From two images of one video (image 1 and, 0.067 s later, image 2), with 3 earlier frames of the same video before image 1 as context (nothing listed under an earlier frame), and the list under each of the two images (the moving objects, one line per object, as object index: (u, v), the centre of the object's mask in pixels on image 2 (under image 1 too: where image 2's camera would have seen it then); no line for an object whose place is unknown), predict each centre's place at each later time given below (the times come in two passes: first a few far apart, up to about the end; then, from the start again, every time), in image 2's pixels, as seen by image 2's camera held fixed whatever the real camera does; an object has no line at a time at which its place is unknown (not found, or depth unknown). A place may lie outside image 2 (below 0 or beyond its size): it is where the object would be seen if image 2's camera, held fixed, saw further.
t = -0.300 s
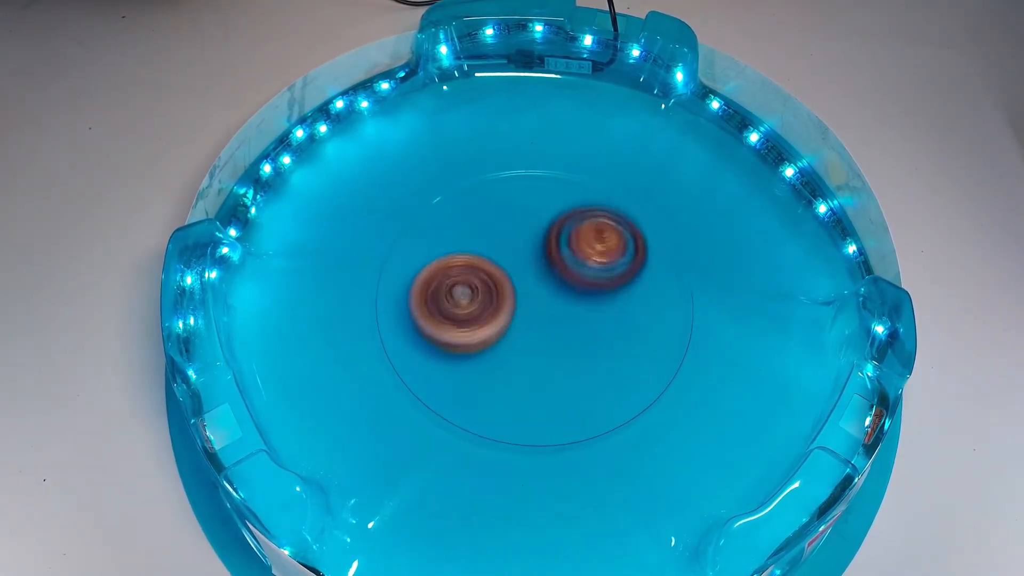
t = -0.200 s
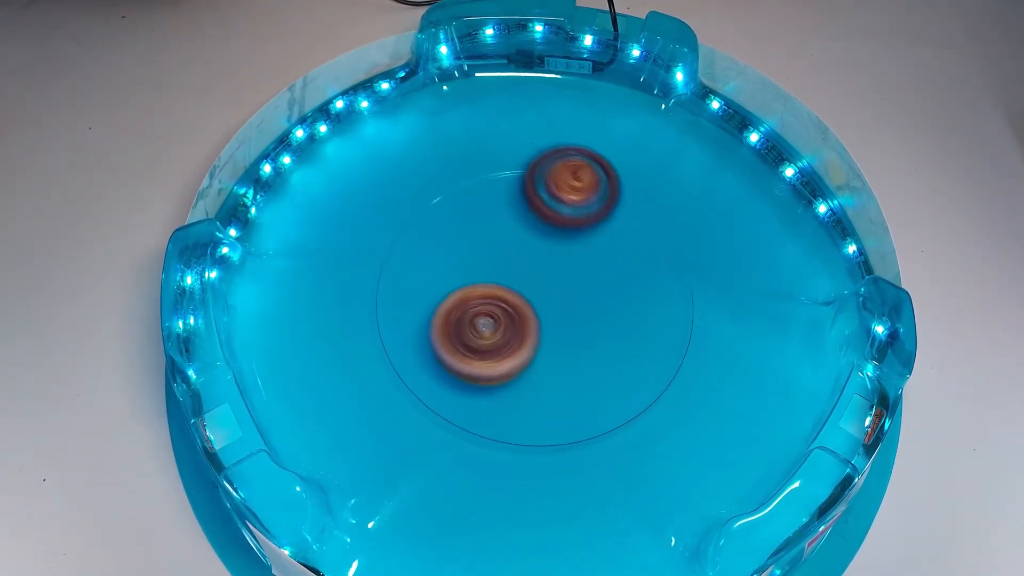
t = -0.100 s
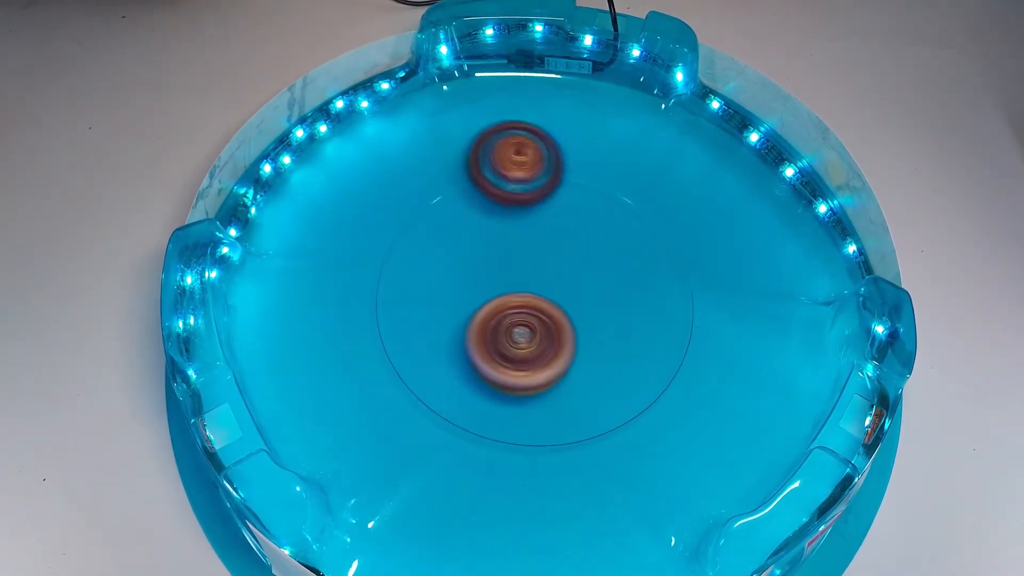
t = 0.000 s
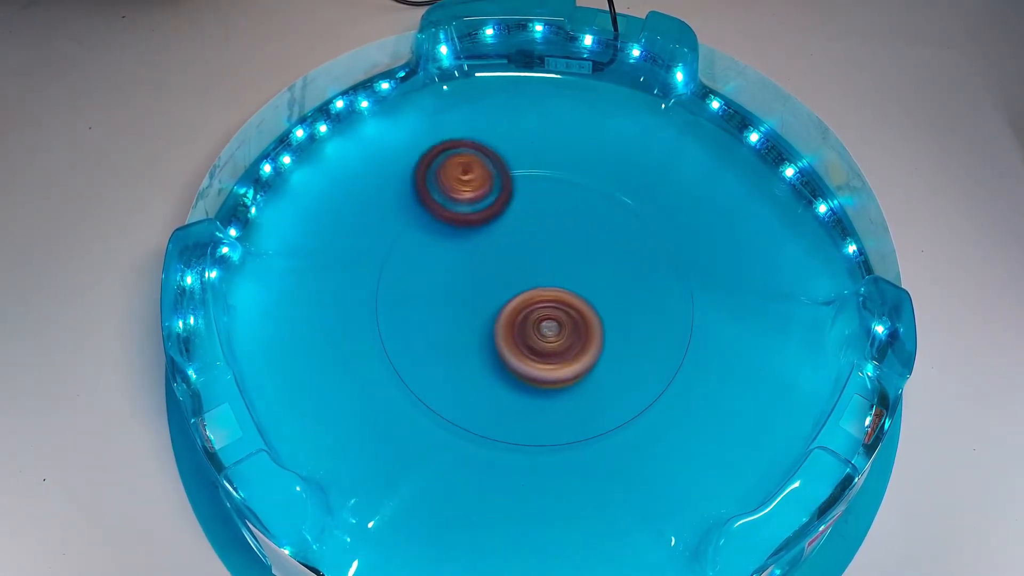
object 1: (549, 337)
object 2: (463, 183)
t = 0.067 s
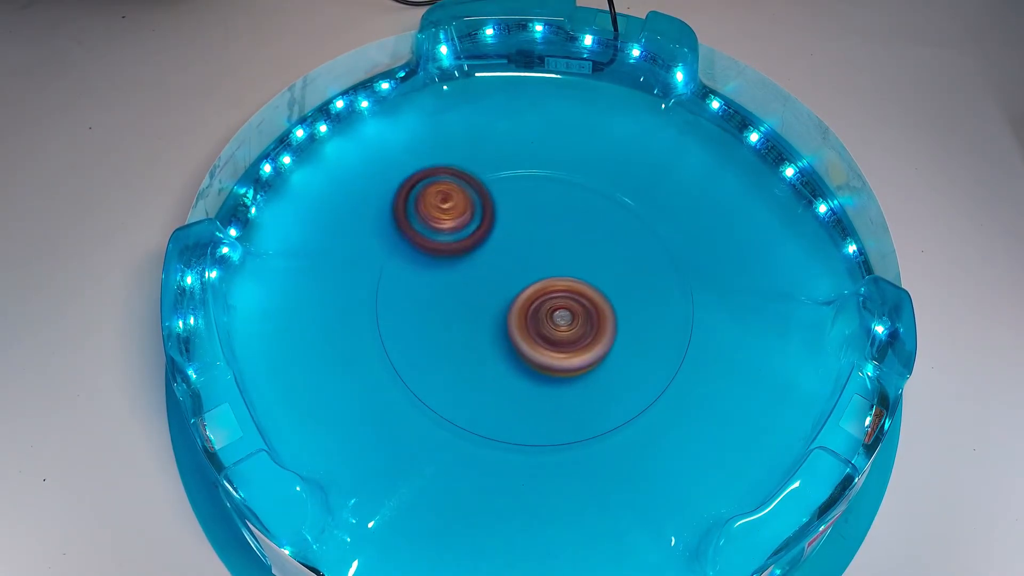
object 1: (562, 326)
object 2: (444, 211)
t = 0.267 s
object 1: (631, 284)
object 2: (432, 286)
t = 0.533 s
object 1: (735, 203)
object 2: (495, 297)
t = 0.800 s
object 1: (765, 215)
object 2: (541, 241)
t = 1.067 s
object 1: (779, 247)
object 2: (499, 249)
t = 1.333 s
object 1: (792, 233)
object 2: (532, 271)
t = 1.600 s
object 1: (749, 238)
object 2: (571, 249)
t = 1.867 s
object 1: (647, 203)
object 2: (501, 272)
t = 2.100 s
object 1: (484, 211)
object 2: (480, 342)
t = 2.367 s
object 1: (390, 319)
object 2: (589, 353)
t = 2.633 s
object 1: (473, 384)
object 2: (615, 281)
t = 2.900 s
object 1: (479, 418)
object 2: (593, 205)
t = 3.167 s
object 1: (434, 477)
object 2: (503, 149)
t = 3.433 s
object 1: (399, 494)
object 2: (480, 266)
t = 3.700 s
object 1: (410, 492)
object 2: (571, 289)
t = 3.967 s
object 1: (426, 475)
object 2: (566, 266)
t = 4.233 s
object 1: (559, 410)
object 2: (576, 268)
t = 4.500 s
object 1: (680, 329)
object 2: (538, 222)
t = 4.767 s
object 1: (653, 242)
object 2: (460, 249)
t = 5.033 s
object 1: (582, 235)
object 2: (494, 285)
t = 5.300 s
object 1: (631, 171)
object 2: (448, 324)
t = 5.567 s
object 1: (561, 223)
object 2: (517, 319)
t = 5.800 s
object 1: (583, 239)
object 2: (506, 340)
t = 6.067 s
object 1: (575, 253)
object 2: (518, 335)
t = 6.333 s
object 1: (575, 249)
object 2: (513, 327)
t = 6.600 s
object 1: (579, 238)
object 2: (506, 317)
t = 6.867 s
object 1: (610, 184)
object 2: (456, 339)
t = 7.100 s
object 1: (584, 215)
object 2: (470, 335)
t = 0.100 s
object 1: (566, 319)
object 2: (440, 228)
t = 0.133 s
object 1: (570, 311)
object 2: (441, 245)
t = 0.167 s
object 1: (571, 303)
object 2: (445, 261)
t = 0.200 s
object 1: (571, 295)
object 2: (454, 276)
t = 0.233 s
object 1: (581, 288)
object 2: (455, 285)
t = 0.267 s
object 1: (631, 284)
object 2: (432, 286)
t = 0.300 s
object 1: (670, 275)
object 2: (417, 286)
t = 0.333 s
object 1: (697, 261)
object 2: (411, 286)
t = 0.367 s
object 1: (706, 242)
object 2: (412, 287)
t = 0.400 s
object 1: (712, 227)
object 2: (420, 291)
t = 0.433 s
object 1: (716, 216)
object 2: (435, 294)
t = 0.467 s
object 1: (722, 209)
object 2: (453, 296)
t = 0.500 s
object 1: (728, 205)
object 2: (474, 297)
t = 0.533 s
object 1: (735, 203)
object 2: (495, 297)
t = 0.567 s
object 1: (741, 202)
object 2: (513, 296)
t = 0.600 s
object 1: (747, 202)
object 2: (528, 292)
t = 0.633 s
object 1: (752, 204)
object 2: (538, 288)
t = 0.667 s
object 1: (755, 206)
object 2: (544, 281)
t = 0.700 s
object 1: (759, 208)
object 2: (548, 272)
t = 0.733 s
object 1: (761, 210)
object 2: (548, 262)
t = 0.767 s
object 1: (763, 213)
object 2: (546, 251)
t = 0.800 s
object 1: (765, 215)
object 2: (541, 241)
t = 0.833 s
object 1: (767, 218)
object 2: (533, 234)
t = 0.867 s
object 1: (768, 221)
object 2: (525, 230)
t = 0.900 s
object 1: (770, 225)
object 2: (517, 229)
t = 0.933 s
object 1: (771, 228)
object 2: (511, 230)
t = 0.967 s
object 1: (772, 233)
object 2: (505, 234)
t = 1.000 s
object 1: (774, 237)
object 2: (502, 238)
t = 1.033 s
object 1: (776, 242)
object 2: (499, 244)
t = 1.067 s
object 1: (779, 247)
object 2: (499, 249)
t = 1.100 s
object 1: (782, 252)
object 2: (500, 254)
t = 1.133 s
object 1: (786, 257)
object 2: (502, 258)
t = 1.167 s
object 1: (793, 260)
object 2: (505, 262)
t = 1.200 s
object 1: (798, 254)
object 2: (509, 265)
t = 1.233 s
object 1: (796, 245)
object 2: (515, 270)
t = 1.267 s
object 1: (795, 239)
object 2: (520, 272)
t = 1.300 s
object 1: (794, 235)
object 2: (526, 273)
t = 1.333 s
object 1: (792, 233)
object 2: (532, 271)
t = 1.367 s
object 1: (790, 232)
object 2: (539, 268)
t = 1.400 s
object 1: (788, 232)
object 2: (546, 264)
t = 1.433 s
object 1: (784, 232)
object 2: (552, 261)
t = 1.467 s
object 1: (779, 234)
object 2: (559, 257)
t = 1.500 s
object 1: (773, 235)
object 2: (564, 253)
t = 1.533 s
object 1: (766, 236)
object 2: (568, 251)
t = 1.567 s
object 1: (758, 237)
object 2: (570, 250)
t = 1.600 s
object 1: (749, 238)
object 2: (571, 249)
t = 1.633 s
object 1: (740, 239)
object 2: (570, 250)
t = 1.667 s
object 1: (730, 240)
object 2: (568, 253)
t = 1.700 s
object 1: (719, 240)
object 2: (564, 255)
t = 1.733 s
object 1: (705, 239)
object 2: (561, 257)
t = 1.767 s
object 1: (683, 234)
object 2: (559, 258)
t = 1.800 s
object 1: (660, 228)
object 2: (554, 260)
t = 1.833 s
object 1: (657, 213)
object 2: (525, 266)
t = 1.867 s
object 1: (647, 203)
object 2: (501, 272)
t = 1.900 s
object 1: (627, 195)
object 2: (482, 278)
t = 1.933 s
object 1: (604, 190)
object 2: (471, 285)
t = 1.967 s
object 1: (579, 188)
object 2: (465, 294)
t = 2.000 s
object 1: (552, 189)
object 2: (465, 304)
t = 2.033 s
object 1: (528, 192)
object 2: (467, 316)
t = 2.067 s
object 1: (505, 200)
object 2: (473, 330)
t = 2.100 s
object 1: (484, 211)
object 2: (480, 342)
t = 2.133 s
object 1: (465, 225)
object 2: (488, 352)
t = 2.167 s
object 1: (448, 241)
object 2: (499, 358)
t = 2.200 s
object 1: (436, 258)
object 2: (511, 360)
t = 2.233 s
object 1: (429, 276)
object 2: (522, 360)
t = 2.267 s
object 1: (426, 295)
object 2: (531, 357)
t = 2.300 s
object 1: (427, 312)
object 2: (537, 351)
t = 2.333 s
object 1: (413, 319)
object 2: (557, 352)
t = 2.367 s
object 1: (390, 319)
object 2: (589, 353)
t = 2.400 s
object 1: (383, 324)
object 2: (611, 350)
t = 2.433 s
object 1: (388, 335)
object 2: (629, 344)
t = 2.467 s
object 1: (393, 346)
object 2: (639, 335)
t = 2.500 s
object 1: (400, 354)
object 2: (642, 325)
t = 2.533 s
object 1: (411, 361)
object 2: (641, 312)
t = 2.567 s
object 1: (430, 372)
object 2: (635, 300)
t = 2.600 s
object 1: (453, 380)
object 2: (626, 291)
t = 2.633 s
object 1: (473, 384)
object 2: (615, 281)
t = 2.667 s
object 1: (488, 384)
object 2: (603, 274)
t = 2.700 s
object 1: (501, 381)
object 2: (591, 268)
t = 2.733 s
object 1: (511, 375)
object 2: (580, 265)
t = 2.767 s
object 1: (518, 369)
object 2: (571, 264)
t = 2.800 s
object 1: (523, 361)
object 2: (564, 265)
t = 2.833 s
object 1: (514, 371)
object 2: (564, 261)
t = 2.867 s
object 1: (490, 404)
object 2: (580, 230)
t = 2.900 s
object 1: (479, 418)
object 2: (593, 205)
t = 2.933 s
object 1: (474, 430)
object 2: (595, 184)
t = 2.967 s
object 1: (475, 439)
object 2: (590, 169)
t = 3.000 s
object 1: (471, 447)
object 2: (579, 157)
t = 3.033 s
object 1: (465, 456)
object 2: (561, 149)
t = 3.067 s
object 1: (457, 463)
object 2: (544, 144)
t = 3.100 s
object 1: (449, 468)
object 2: (529, 142)
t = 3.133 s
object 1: (442, 473)
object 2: (515, 143)
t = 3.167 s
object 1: (434, 477)
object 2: (503, 149)
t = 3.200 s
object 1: (427, 481)
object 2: (491, 158)
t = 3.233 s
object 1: (421, 485)
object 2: (478, 174)
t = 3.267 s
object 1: (415, 487)
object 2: (470, 188)
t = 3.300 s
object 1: (410, 489)
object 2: (466, 204)
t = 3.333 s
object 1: (405, 490)
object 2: (465, 220)
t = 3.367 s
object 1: (401, 492)
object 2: (467, 237)
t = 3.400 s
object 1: (397, 493)
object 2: (472, 252)
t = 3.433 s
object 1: (399, 494)
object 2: (480, 266)
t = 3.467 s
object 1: (402, 493)
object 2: (489, 276)
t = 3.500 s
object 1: (404, 491)
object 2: (500, 282)
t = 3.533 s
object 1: (405, 489)
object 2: (512, 285)
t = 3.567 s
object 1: (405, 488)
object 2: (527, 288)
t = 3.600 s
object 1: (405, 488)
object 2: (542, 291)
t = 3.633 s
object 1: (406, 491)
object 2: (556, 292)
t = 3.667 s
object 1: (408, 492)
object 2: (565, 291)
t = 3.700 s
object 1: (410, 492)
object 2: (571, 289)
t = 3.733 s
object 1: (412, 490)
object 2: (573, 286)
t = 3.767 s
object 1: (413, 486)
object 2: (574, 284)
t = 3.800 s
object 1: (415, 483)
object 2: (573, 281)
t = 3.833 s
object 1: (417, 481)
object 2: (571, 278)
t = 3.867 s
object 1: (418, 479)
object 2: (570, 275)
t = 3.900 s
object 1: (421, 478)
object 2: (568, 271)
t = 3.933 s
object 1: (423, 477)
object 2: (567, 269)
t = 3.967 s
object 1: (426, 475)
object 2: (566, 266)
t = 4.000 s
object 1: (430, 473)
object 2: (567, 263)
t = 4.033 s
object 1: (437, 468)
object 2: (566, 262)
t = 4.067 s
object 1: (459, 455)
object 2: (568, 260)
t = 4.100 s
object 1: (470, 449)
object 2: (568, 260)
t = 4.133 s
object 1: (483, 441)
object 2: (570, 260)
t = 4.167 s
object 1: (503, 432)
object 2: (571, 261)
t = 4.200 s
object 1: (531, 421)
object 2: (574, 264)
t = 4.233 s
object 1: (559, 410)
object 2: (576, 268)
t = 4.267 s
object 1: (584, 396)
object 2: (578, 272)
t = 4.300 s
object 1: (605, 379)
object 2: (579, 278)
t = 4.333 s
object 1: (624, 378)
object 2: (579, 269)
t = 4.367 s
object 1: (641, 381)
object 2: (579, 248)
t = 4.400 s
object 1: (654, 374)
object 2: (573, 236)
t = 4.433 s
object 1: (665, 362)
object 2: (563, 227)
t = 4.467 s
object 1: (672, 346)
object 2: (551, 223)
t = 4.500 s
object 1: (680, 329)
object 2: (538, 222)
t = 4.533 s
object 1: (684, 313)
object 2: (527, 222)
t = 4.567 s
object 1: (686, 298)
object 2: (519, 226)
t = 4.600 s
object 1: (684, 285)
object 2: (508, 230)
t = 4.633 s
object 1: (681, 273)
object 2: (497, 232)
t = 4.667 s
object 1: (675, 263)
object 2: (486, 235)
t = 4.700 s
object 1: (668, 254)
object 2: (474, 239)
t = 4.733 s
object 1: (660, 248)
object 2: (465, 243)
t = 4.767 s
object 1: (653, 242)
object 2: (460, 249)
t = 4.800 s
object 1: (644, 238)
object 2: (458, 255)
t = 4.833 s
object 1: (634, 235)
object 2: (459, 260)
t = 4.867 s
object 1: (625, 233)
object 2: (464, 266)
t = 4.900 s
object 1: (616, 232)
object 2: (470, 271)
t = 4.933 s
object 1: (607, 231)
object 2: (476, 275)
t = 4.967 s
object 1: (598, 232)
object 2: (483, 278)
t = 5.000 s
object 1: (590, 234)
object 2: (490, 282)
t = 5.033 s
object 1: (582, 235)
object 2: (494, 285)
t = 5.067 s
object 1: (607, 222)
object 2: (470, 296)
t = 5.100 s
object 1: (634, 207)
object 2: (448, 306)
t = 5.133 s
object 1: (651, 196)
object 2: (433, 314)
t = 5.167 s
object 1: (649, 188)
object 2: (426, 319)
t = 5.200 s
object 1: (644, 184)
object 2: (425, 322)
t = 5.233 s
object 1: (640, 178)
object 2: (430, 323)
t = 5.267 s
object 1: (635, 173)
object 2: (438, 324)
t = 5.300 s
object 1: (631, 171)
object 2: (448, 324)
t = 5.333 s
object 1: (625, 172)
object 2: (457, 324)
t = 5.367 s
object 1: (619, 176)
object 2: (467, 322)
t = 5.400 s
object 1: (607, 183)
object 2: (477, 322)
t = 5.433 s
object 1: (593, 191)
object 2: (487, 321)
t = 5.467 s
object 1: (582, 199)
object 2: (496, 320)
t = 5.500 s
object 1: (572, 207)
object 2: (503, 320)
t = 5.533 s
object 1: (565, 214)
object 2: (511, 319)
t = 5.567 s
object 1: (561, 223)
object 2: (517, 319)
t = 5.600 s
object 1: (559, 231)
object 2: (520, 319)
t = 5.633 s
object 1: (564, 232)
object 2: (517, 326)
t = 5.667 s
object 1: (567, 236)
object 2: (516, 329)
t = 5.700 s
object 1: (568, 242)
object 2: (516, 330)
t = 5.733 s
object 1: (569, 246)
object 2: (515, 331)
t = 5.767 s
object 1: (578, 241)
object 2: (509, 337)
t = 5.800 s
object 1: (583, 239)
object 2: (506, 340)
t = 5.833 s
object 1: (586, 240)
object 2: (507, 341)
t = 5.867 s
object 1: (586, 241)
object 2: (508, 341)
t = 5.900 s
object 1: (585, 244)
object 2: (510, 341)
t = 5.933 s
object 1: (582, 247)
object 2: (513, 339)
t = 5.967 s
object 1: (579, 249)
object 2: (516, 337)
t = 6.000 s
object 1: (576, 252)
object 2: (518, 335)
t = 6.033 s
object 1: (574, 254)
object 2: (519, 334)
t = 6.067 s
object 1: (575, 253)
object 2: (518, 335)
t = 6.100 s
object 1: (575, 253)
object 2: (517, 335)
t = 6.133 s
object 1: (575, 254)
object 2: (517, 333)
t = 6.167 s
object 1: (579, 250)
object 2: (512, 334)
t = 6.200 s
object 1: (579, 249)
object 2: (511, 334)
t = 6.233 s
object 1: (578, 250)
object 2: (512, 332)
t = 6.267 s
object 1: (576, 250)
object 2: (513, 330)
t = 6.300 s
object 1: (574, 251)
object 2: (514, 327)
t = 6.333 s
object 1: (575, 249)
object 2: (513, 327)
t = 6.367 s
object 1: (577, 247)
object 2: (512, 326)
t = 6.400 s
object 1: (577, 247)
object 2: (513, 324)
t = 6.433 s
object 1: (576, 247)
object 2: (514, 322)
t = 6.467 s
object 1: (580, 243)
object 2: (511, 322)
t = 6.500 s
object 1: (582, 239)
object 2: (507, 322)
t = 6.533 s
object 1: (582, 237)
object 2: (506, 321)
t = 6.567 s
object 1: (581, 237)
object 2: (505, 319)
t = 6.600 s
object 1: (579, 238)
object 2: (506, 317)
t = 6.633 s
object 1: (576, 239)
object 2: (507, 315)
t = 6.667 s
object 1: (574, 240)
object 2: (508, 312)
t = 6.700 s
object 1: (592, 225)
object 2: (488, 322)
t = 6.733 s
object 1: (612, 208)
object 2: (469, 331)
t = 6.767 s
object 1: (624, 195)
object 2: (459, 336)
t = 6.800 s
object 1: (630, 187)
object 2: (454, 337)
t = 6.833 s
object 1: (623, 184)
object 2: (454, 338)
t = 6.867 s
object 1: (610, 184)
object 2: (456, 339)
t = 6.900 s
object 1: (601, 184)
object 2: (457, 339)
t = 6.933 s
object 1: (595, 186)
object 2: (458, 340)
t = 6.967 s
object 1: (591, 190)
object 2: (460, 339)
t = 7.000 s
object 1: (588, 195)
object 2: (462, 339)
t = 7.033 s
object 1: (586, 200)
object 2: (465, 338)
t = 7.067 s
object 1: (585, 207)
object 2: (467, 336)
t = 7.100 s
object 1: (584, 215)
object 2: (470, 335)
